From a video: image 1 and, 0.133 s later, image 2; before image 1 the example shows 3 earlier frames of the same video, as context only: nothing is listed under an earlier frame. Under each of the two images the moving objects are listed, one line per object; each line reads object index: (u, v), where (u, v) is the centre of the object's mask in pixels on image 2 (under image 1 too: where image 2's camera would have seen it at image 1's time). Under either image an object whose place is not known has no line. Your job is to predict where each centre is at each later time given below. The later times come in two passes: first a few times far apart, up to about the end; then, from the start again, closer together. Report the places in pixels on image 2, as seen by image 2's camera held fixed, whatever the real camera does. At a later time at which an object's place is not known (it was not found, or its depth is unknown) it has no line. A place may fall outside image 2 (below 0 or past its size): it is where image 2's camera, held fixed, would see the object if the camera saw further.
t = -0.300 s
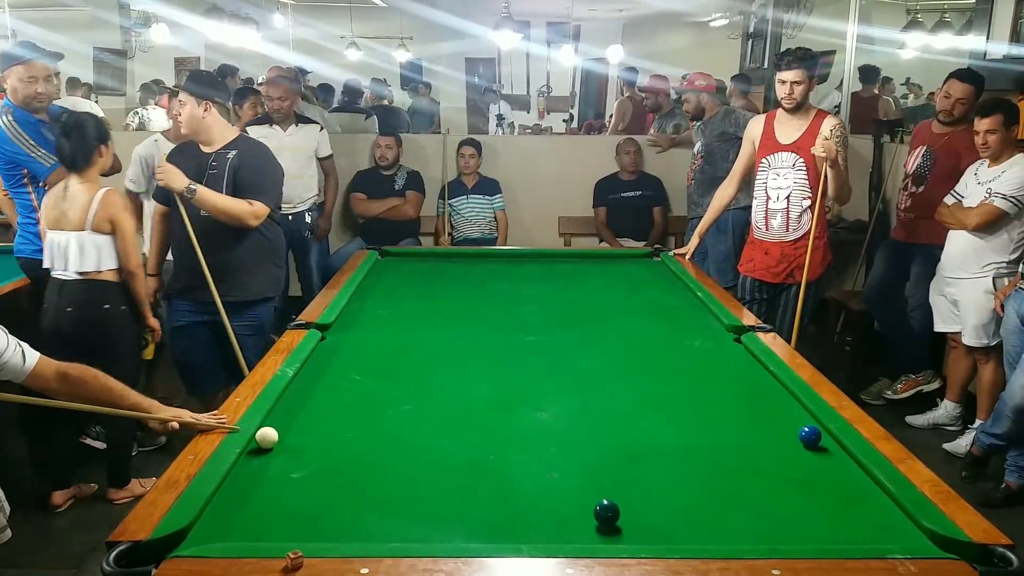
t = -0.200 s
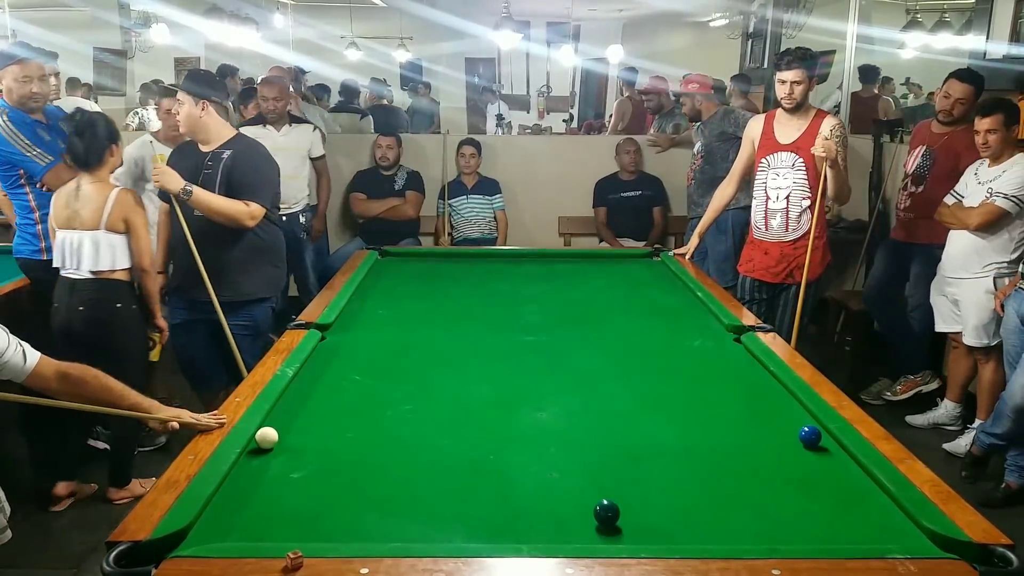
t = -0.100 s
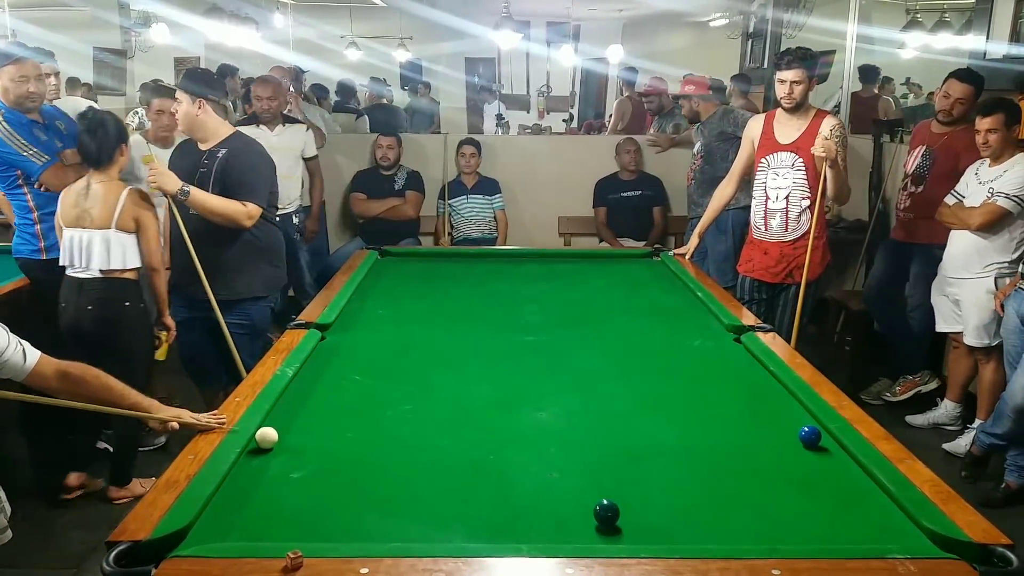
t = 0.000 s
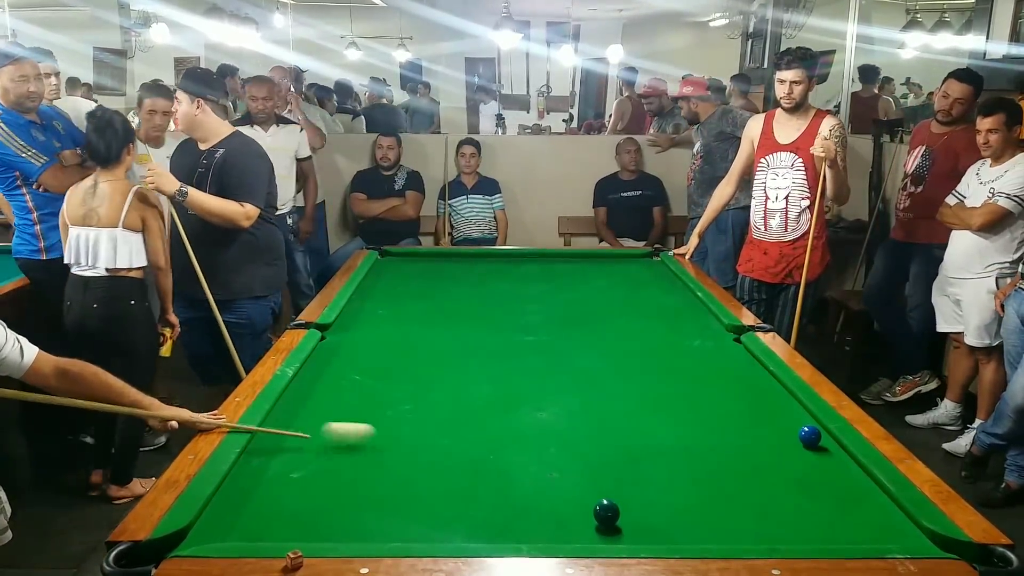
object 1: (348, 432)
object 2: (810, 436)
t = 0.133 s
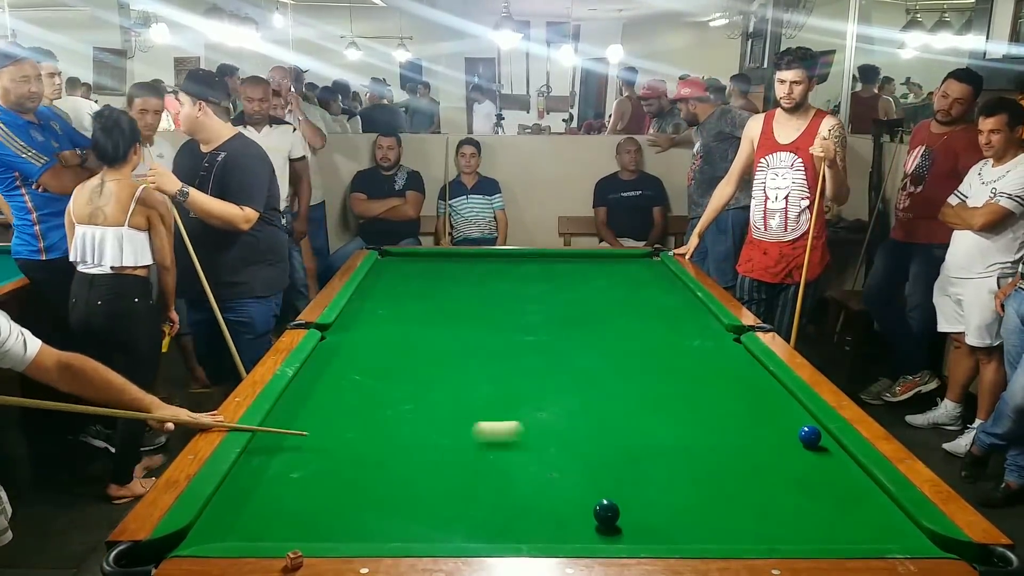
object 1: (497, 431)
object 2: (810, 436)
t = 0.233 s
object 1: (606, 431)
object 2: (810, 436)
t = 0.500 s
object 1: (781, 411)
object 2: (809, 448)
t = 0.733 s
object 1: (676, 381)
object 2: (740, 467)
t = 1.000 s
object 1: (599, 356)
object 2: (656, 488)
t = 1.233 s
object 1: (544, 338)
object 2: (582, 497)
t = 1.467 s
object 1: (498, 323)
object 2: (514, 496)
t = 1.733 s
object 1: (453, 308)
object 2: (441, 495)
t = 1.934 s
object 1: (425, 298)
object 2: (389, 494)
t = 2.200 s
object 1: (391, 286)
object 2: (324, 494)
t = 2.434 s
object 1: (371, 278)
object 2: (270, 493)
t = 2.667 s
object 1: (389, 273)
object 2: (233, 492)
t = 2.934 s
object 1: (408, 267)
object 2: (273, 491)
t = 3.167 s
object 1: (423, 263)
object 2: (305, 489)
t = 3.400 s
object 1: (436, 260)
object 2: (333, 488)
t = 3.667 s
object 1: (449, 256)
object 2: (362, 486)
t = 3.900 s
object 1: (459, 254)
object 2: (383, 484)
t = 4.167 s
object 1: (466, 256)
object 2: (404, 483)
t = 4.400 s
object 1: (471, 257)
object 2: (420, 482)
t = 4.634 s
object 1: (476, 259)
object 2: (427, 480)
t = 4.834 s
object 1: (478, 260)
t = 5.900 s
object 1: (488, 263)
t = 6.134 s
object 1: (487, 263)
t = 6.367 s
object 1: (487, 263)
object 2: (448, 480)
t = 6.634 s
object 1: (487, 263)
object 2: (449, 479)
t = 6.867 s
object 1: (488, 263)
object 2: (448, 479)
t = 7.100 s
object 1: (487, 263)
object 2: (449, 479)
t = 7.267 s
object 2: (449, 480)
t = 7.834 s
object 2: (448, 480)
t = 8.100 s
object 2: (449, 479)
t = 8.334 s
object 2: (449, 480)
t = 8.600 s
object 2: (448, 480)
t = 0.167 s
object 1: (534, 431)
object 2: (810, 436)
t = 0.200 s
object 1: (570, 431)
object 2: (810, 436)
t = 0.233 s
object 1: (606, 431)
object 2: (810, 436)
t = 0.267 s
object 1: (643, 430)
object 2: (810, 436)
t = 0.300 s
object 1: (679, 430)
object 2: (810, 436)
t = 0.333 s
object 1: (716, 430)
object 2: (810, 436)
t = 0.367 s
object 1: (751, 429)
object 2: (810, 436)
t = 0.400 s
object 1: (782, 428)
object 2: (810, 436)
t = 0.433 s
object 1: (800, 422)
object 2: (827, 441)
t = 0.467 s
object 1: (801, 416)
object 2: (819, 444)
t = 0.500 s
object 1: (781, 411)
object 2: (809, 448)
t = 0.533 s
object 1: (761, 406)
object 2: (799, 451)
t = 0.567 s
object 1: (743, 401)
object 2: (789, 453)
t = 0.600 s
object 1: (727, 396)
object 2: (780, 456)
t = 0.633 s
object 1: (712, 392)
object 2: (770, 459)
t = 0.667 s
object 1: (699, 388)
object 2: (760, 462)
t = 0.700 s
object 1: (687, 384)
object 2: (750, 464)
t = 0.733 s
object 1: (676, 381)
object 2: (740, 467)
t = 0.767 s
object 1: (666, 377)
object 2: (730, 469)
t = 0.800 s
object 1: (655, 374)
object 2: (720, 471)
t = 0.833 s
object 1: (645, 371)
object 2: (710, 475)
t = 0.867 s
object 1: (636, 368)
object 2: (699, 478)
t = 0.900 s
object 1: (626, 365)
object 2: (689, 480)
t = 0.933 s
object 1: (617, 362)
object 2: (678, 482)
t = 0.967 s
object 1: (608, 359)
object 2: (667, 485)
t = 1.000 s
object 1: (599, 356)
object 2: (656, 488)
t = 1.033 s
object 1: (591, 353)
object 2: (645, 491)
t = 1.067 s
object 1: (583, 350)
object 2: (634, 494)
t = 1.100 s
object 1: (575, 348)
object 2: (623, 496)
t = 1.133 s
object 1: (567, 345)
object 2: (613, 494)
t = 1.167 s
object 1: (559, 343)
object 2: (601, 495)
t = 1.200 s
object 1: (552, 340)
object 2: (591, 497)
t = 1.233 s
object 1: (544, 338)
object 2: (582, 497)
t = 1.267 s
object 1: (537, 336)
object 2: (572, 497)
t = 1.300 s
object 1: (530, 333)
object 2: (562, 497)
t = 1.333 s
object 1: (524, 331)
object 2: (552, 496)
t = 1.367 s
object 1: (517, 329)
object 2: (542, 497)
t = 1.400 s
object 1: (511, 327)
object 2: (533, 496)
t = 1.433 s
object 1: (504, 325)
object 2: (524, 496)
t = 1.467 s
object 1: (498, 323)
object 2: (514, 496)
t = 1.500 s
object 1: (492, 320)
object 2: (505, 496)
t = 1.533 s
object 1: (486, 319)
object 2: (496, 496)
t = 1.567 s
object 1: (480, 317)
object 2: (487, 496)
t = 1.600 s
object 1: (475, 315)
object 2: (477, 496)
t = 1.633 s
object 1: (469, 313)
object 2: (468, 495)
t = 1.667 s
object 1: (464, 311)
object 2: (459, 495)
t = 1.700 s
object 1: (458, 309)
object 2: (450, 495)
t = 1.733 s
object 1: (453, 308)
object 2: (441, 495)
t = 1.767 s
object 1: (448, 306)
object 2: (433, 495)
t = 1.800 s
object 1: (443, 304)
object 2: (424, 495)
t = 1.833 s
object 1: (438, 303)
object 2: (415, 495)
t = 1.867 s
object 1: (434, 301)
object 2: (406, 494)
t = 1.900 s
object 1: (429, 299)
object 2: (398, 494)
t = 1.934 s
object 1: (425, 298)
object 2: (389, 494)
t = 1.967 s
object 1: (420, 296)
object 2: (381, 494)
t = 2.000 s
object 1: (416, 295)
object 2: (372, 494)
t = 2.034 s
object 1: (411, 293)
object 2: (364, 494)
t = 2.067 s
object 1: (407, 292)
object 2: (356, 494)
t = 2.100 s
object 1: (403, 290)
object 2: (348, 494)
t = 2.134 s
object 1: (399, 289)
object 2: (340, 494)
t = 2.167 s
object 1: (395, 288)
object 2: (332, 494)
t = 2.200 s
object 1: (391, 286)
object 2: (324, 494)
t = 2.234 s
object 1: (387, 285)
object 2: (316, 494)
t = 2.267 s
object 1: (383, 284)
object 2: (308, 494)
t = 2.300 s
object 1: (379, 282)
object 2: (300, 493)
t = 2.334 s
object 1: (376, 281)
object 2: (293, 493)
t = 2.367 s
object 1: (372, 280)
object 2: (285, 493)
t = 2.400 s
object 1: (369, 279)
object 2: (277, 493)
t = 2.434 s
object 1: (371, 278)
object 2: (270, 493)
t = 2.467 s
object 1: (374, 277)
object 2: (262, 493)
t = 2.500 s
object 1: (377, 276)
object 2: (255, 494)
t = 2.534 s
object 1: (380, 276)
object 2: (248, 493)
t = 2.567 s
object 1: (382, 275)
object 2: (241, 494)
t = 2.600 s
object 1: (384, 274)
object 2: (233, 493)
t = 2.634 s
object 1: (387, 273)
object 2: (228, 493)
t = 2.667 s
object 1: (389, 273)
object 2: (233, 492)
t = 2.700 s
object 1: (392, 272)
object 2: (238, 492)
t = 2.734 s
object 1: (394, 271)
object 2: (243, 492)
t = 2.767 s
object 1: (397, 271)
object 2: (248, 492)
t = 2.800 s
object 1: (399, 270)
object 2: (253, 492)
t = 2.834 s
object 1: (401, 269)
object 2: (258, 492)
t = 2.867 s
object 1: (404, 269)
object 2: (263, 492)
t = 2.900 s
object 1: (406, 268)
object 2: (268, 491)
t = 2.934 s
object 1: (408, 267)
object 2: (273, 491)
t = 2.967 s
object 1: (410, 267)
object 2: (278, 491)
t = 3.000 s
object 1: (412, 266)
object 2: (282, 490)
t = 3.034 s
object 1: (415, 266)
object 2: (287, 490)
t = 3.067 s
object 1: (417, 265)
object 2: (292, 490)
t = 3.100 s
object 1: (419, 264)
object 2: (296, 490)
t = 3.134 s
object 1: (421, 264)
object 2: (300, 489)
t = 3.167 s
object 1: (423, 263)
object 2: (305, 489)
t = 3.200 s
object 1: (424, 263)
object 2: (309, 489)
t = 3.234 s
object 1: (426, 262)
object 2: (313, 489)
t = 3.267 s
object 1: (428, 262)
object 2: (318, 489)
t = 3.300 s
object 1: (430, 262)
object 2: (322, 489)
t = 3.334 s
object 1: (432, 261)
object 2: (326, 488)
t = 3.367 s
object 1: (434, 261)
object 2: (330, 489)
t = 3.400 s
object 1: (436, 260)
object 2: (333, 488)
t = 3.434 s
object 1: (437, 260)
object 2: (337, 488)
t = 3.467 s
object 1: (439, 259)
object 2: (341, 487)
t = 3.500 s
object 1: (441, 258)
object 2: (345, 487)
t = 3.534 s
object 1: (442, 258)
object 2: (348, 487)
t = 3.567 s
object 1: (444, 258)
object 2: (352, 487)
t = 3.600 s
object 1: (446, 257)
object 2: (355, 486)
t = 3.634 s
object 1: (447, 257)
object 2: (359, 486)
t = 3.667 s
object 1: (449, 256)
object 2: (362, 486)
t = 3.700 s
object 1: (450, 256)
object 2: (365, 486)
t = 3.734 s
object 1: (452, 256)
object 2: (368, 486)
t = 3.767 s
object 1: (454, 255)
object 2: (372, 486)
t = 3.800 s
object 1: (455, 255)
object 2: (375, 485)
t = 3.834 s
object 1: (456, 254)
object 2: (377, 485)
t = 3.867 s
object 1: (458, 254)
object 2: (380, 484)
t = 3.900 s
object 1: (459, 254)
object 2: (383, 484)
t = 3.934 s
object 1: (460, 254)
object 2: (386, 484)
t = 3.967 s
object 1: (461, 255)
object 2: (389, 484)
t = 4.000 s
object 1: (462, 255)
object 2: (391, 484)
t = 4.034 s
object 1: (463, 255)
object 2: (394, 484)
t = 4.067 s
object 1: (463, 255)
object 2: (397, 483)
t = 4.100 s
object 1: (464, 255)
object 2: (399, 483)
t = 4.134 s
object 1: (465, 256)
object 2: (402, 483)
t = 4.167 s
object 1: (466, 256)
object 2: (404, 483)
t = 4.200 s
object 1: (467, 256)
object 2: (406, 483)
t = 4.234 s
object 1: (468, 256)
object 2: (409, 483)
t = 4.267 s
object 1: (468, 256)
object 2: (410, 483)
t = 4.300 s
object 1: (469, 257)
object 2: (412, 484)
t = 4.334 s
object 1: (470, 257)
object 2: (415, 483)
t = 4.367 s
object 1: (471, 257)
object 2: (417, 482)
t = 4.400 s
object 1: (471, 257)
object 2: (420, 482)
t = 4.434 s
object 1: (472, 258)
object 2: (422, 481)
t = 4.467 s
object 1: (473, 258)
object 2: (423, 481)
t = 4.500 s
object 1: (474, 258)
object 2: (425, 482)
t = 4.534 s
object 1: (474, 258)
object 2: (426, 482)
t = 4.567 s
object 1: (475, 258)
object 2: (428, 482)
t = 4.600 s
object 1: (475, 259)
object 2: (429, 483)
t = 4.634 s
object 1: (476, 259)
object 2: (427, 480)
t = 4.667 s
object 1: (476, 259)
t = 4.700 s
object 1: (477, 259)
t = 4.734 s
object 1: (477, 259)
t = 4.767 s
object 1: (478, 259)
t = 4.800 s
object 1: (478, 259)
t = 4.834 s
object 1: (478, 260)
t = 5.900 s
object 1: (488, 263)
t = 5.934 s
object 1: (487, 263)
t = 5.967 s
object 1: (487, 263)
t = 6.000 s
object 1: (487, 263)
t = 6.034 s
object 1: (487, 263)
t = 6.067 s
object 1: (487, 263)
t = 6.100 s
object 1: (487, 263)
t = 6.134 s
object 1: (487, 263)
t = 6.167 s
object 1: (487, 263)
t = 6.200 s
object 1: (487, 263)
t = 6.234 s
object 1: (487, 263)
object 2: (449, 479)
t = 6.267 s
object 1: (487, 263)
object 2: (449, 480)
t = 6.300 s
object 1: (487, 263)
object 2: (448, 480)
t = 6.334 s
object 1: (487, 263)
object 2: (449, 480)
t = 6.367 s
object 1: (487, 263)
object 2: (448, 480)
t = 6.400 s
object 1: (487, 263)
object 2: (448, 480)
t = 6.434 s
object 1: (487, 263)
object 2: (448, 479)
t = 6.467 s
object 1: (487, 263)
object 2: (449, 480)
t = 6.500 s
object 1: (487, 263)
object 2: (448, 479)
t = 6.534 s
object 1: (487, 263)
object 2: (449, 479)
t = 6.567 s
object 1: (487, 263)
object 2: (448, 479)
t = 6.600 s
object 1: (487, 263)
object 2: (448, 479)
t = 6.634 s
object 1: (487, 263)
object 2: (449, 479)
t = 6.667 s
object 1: (487, 263)
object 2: (449, 479)
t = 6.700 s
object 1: (487, 263)
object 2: (449, 479)
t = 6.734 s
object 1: (487, 263)
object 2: (449, 479)
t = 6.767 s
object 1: (487, 263)
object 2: (449, 479)
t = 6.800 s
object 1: (487, 263)
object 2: (449, 479)
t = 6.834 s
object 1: (487, 263)
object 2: (448, 479)
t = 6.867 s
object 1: (488, 263)
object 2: (448, 479)
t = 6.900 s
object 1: (488, 263)
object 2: (448, 480)
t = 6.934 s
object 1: (488, 262)
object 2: (448, 480)
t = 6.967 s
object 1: (487, 263)
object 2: (449, 480)
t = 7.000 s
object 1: (488, 263)
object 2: (449, 479)
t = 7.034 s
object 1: (487, 263)
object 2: (449, 479)
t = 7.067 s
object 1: (488, 263)
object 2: (449, 478)
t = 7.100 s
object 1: (487, 263)
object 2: (449, 479)
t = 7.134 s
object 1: (487, 263)
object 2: (449, 479)
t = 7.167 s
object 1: (487, 263)
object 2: (449, 480)
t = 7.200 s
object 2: (449, 480)
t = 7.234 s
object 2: (449, 480)
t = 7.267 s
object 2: (449, 480)
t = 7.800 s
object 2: (450, 478)
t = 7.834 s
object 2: (448, 480)
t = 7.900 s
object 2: (449, 480)
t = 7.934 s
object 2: (449, 479)
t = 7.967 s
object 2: (449, 479)
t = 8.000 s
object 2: (449, 478)
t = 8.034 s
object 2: (449, 478)
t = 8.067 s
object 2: (449, 479)
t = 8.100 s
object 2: (449, 479)
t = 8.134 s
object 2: (448, 480)
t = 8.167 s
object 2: (448, 481)
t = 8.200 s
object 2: (449, 481)
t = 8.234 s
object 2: (449, 480)
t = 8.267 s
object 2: (449, 480)
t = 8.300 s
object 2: (449, 480)
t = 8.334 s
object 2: (449, 480)
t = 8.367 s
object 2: (449, 480)
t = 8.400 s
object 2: (449, 480)
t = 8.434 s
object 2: (449, 480)
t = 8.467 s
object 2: (449, 480)
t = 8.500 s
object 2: (449, 480)
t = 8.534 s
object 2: (449, 480)
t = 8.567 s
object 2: (448, 480)
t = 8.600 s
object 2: (448, 480)
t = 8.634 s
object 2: (448, 480)
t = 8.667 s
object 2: (448, 480)
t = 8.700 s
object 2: (448, 480)
